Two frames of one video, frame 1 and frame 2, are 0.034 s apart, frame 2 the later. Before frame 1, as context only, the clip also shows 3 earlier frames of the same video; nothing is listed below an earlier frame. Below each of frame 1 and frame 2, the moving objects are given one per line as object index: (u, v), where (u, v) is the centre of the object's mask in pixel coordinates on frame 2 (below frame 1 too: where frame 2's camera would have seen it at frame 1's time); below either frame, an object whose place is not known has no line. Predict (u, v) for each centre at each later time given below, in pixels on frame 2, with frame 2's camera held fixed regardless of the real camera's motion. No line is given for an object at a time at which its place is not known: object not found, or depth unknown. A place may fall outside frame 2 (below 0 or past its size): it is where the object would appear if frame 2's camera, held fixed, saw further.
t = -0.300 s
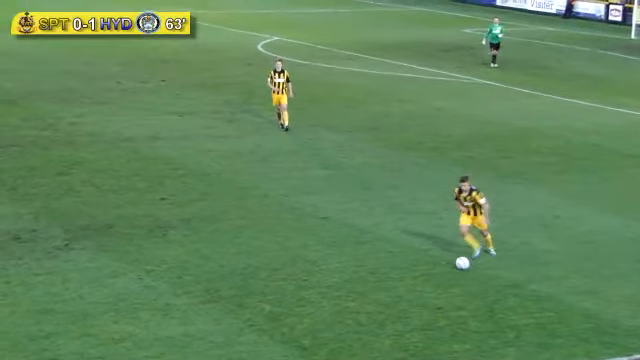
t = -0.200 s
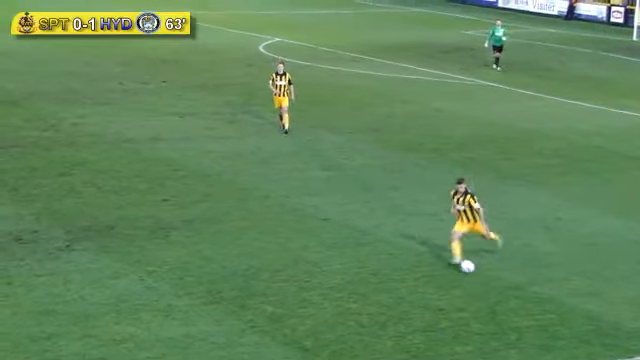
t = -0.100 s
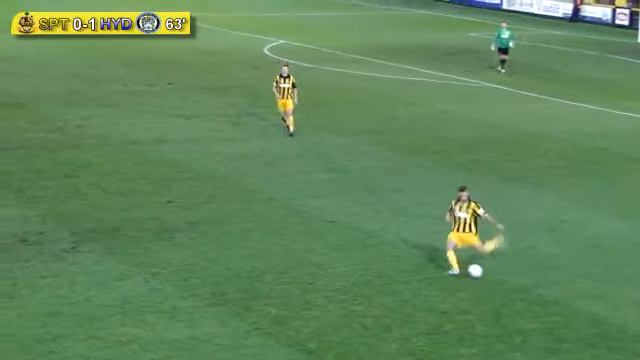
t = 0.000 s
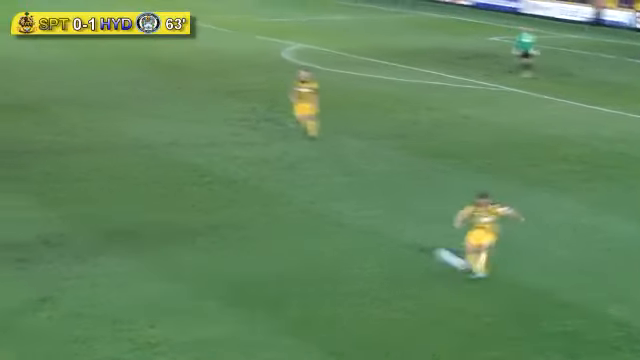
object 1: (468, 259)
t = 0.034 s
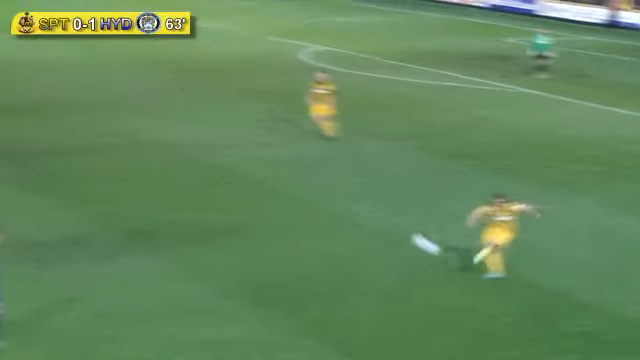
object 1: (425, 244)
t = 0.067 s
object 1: (385, 230)
